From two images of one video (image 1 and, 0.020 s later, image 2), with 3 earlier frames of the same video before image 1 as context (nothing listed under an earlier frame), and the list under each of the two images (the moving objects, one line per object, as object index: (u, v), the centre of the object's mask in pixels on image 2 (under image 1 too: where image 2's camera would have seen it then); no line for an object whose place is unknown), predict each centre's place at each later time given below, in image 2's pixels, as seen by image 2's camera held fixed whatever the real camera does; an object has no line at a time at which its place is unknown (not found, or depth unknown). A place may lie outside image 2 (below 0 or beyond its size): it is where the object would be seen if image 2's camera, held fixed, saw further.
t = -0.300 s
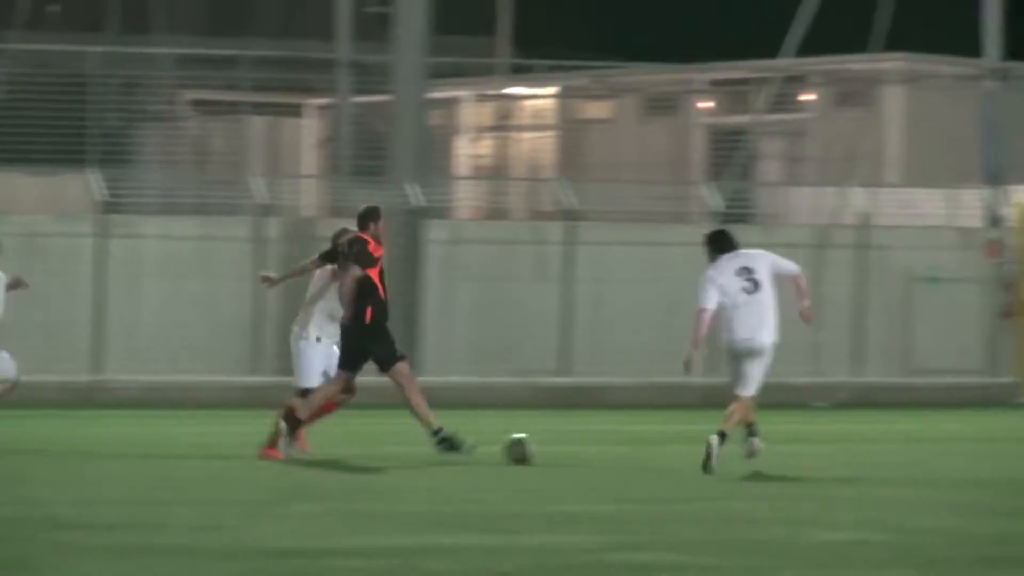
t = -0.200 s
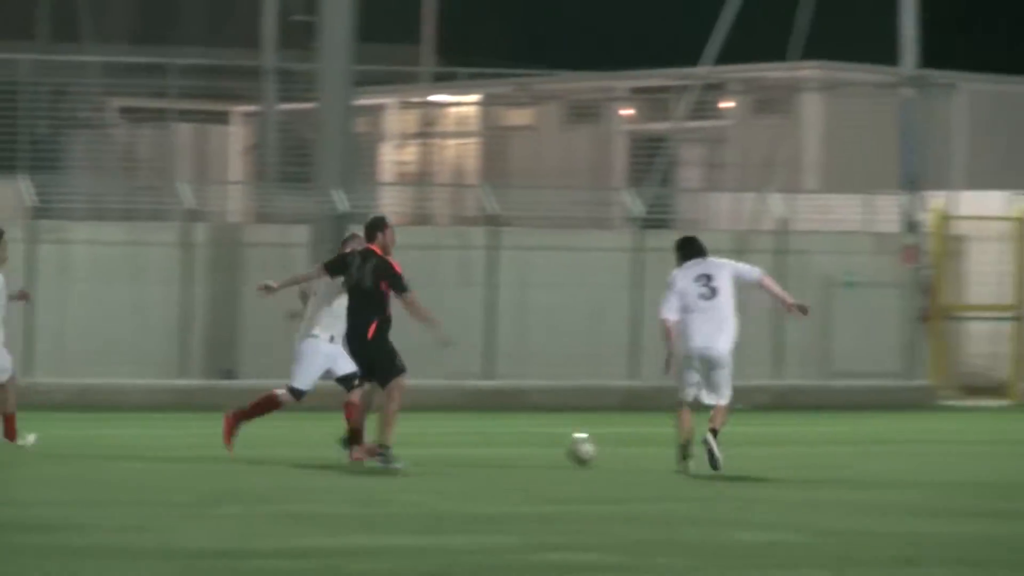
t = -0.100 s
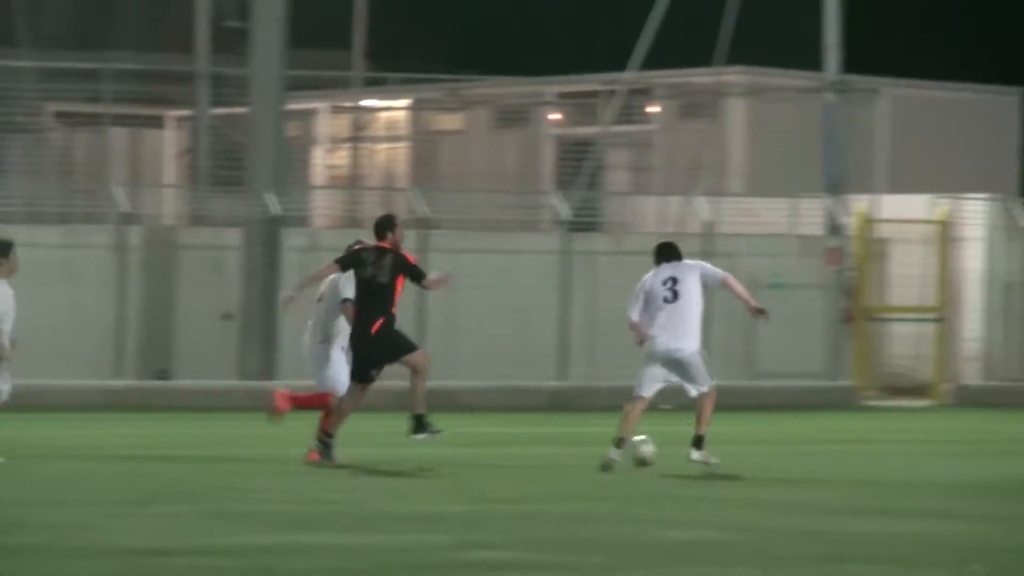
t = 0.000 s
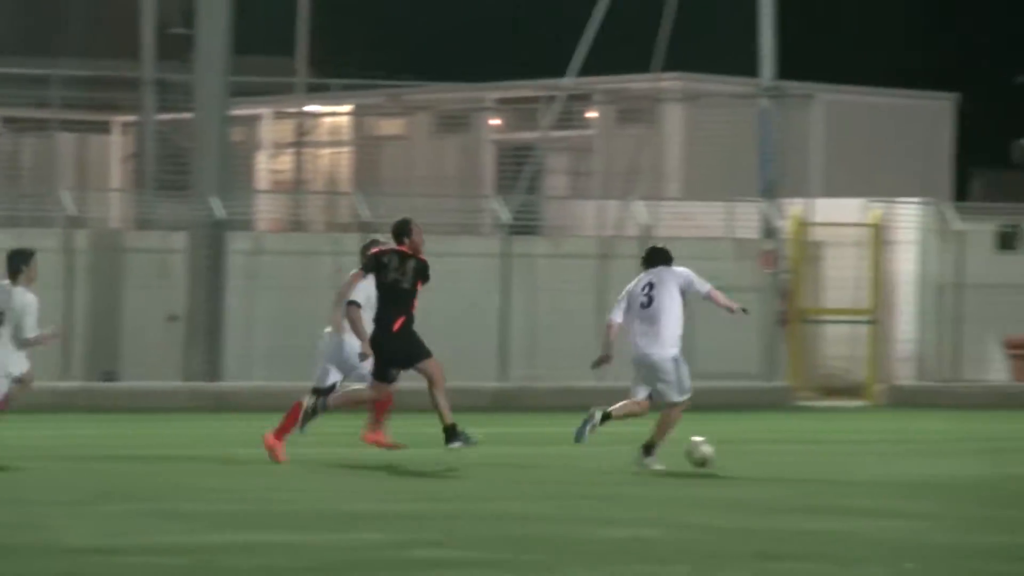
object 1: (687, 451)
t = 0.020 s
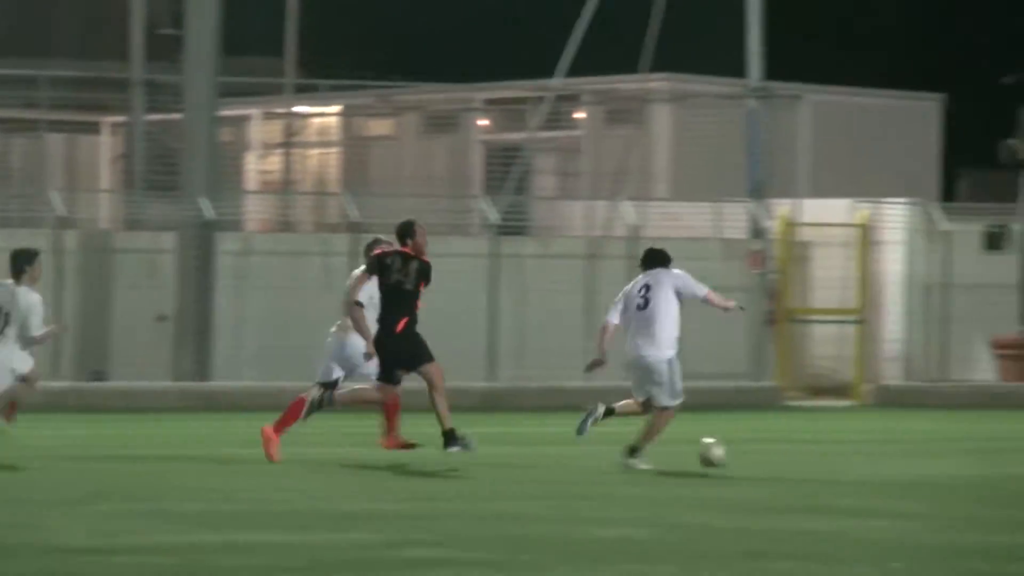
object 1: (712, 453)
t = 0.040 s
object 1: (734, 454)
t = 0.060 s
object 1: (757, 453)
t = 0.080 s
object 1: (779, 454)
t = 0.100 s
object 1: (800, 455)
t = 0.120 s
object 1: (822, 456)
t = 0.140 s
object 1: (843, 455)
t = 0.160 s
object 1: (865, 455)
